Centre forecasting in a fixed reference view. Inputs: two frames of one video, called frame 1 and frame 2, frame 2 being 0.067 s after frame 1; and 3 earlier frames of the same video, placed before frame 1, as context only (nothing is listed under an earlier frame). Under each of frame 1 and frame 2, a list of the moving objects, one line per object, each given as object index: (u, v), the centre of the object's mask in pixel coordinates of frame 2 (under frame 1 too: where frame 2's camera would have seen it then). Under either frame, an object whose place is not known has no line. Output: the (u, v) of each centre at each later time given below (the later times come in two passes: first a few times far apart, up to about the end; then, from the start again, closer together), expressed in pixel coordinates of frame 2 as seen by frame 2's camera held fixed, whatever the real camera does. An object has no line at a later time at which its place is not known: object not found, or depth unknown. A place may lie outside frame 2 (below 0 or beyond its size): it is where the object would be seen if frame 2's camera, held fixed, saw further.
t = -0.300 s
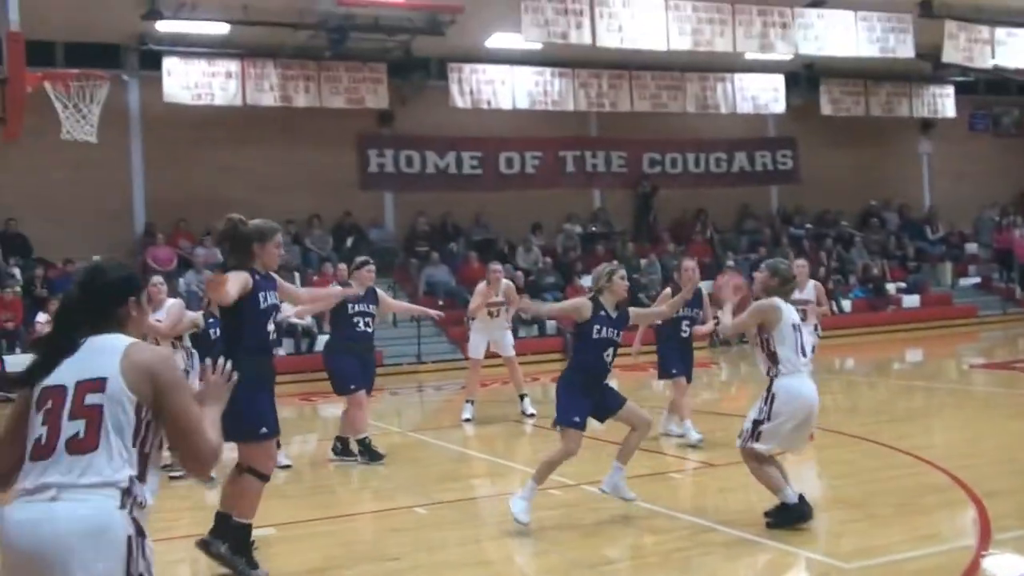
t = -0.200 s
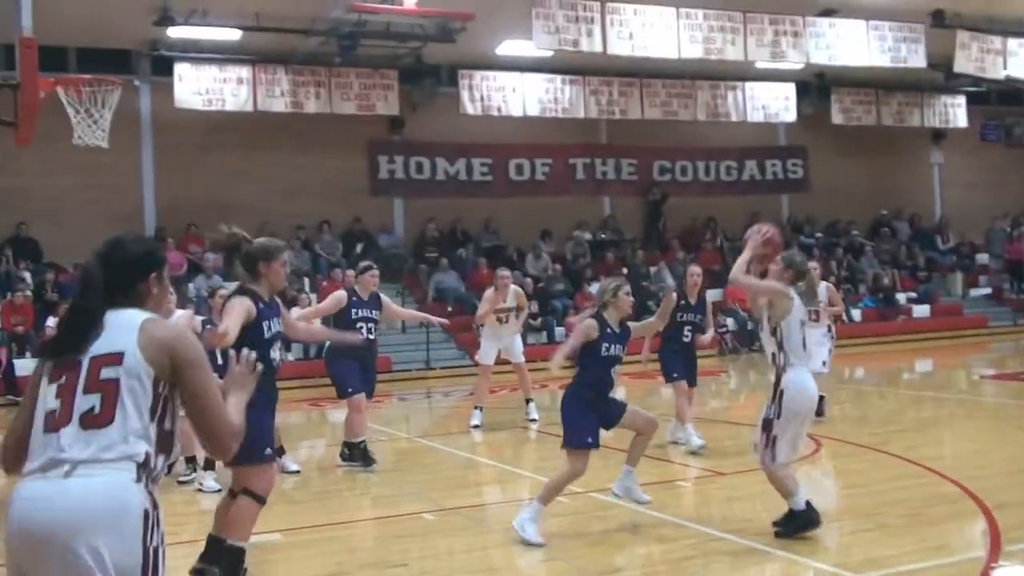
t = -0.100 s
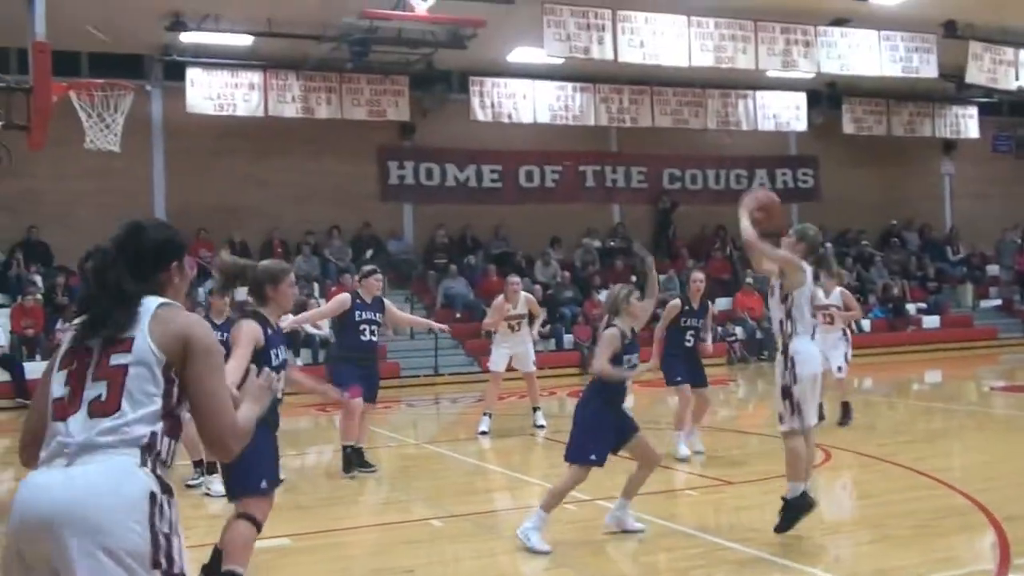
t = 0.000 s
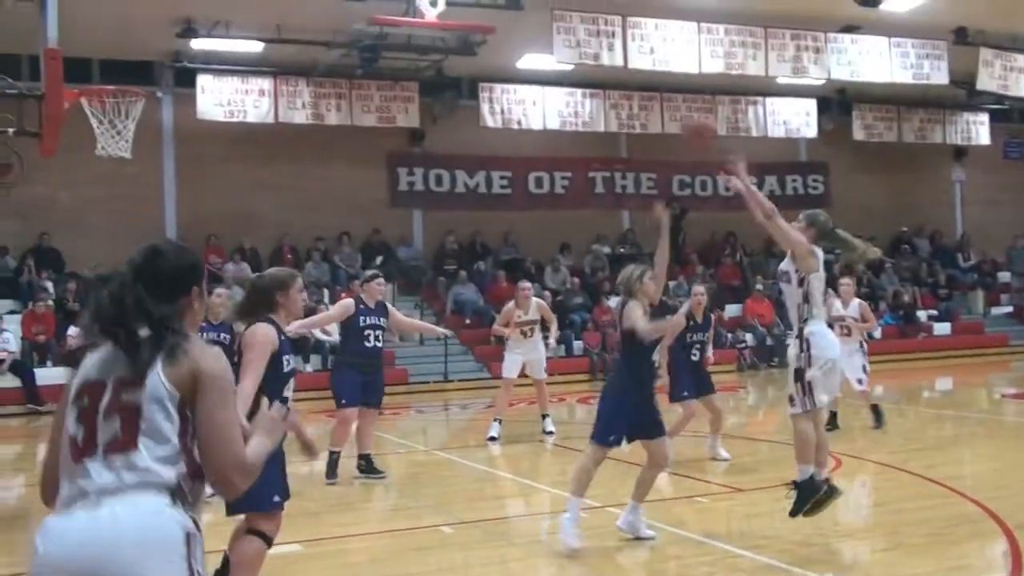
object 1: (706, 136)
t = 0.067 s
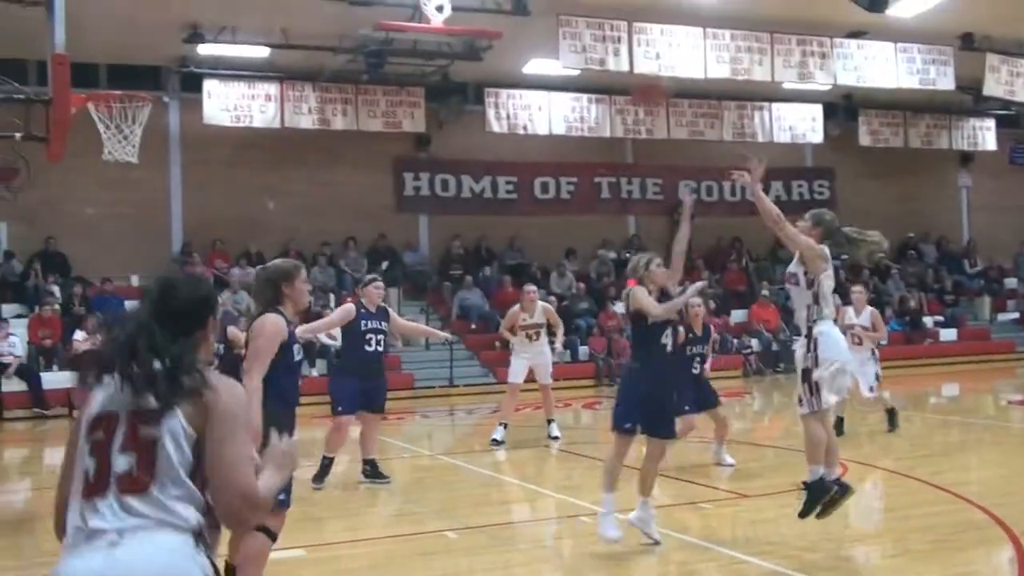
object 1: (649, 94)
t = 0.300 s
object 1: (473, -11)
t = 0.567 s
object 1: (300, -31)
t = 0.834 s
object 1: (153, 55)
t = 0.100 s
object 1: (623, 68)
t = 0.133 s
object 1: (596, 51)
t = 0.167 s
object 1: (570, 33)
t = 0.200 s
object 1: (546, 18)
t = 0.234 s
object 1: (522, 6)
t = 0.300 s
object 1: (473, -11)
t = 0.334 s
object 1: (450, -19)
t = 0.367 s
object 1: (426, -24)
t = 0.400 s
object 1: (403, -29)
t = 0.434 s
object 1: (383, -34)
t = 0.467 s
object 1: (362, -35)
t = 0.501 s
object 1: (339, -37)
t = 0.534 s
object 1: (319, -35)
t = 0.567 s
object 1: (300, -31)
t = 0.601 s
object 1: (280, -26)
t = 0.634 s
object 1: (260, -19)
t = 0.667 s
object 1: (241, -10)
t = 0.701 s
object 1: (222, 0)
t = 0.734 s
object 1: (204, 12)
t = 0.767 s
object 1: (187, 24)
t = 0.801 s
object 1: (170, 38)
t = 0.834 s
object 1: (153, 55)
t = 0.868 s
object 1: (135, 71)
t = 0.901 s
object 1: (119, 83)
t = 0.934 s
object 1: (96, 107)
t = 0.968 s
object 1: (101, 117)
